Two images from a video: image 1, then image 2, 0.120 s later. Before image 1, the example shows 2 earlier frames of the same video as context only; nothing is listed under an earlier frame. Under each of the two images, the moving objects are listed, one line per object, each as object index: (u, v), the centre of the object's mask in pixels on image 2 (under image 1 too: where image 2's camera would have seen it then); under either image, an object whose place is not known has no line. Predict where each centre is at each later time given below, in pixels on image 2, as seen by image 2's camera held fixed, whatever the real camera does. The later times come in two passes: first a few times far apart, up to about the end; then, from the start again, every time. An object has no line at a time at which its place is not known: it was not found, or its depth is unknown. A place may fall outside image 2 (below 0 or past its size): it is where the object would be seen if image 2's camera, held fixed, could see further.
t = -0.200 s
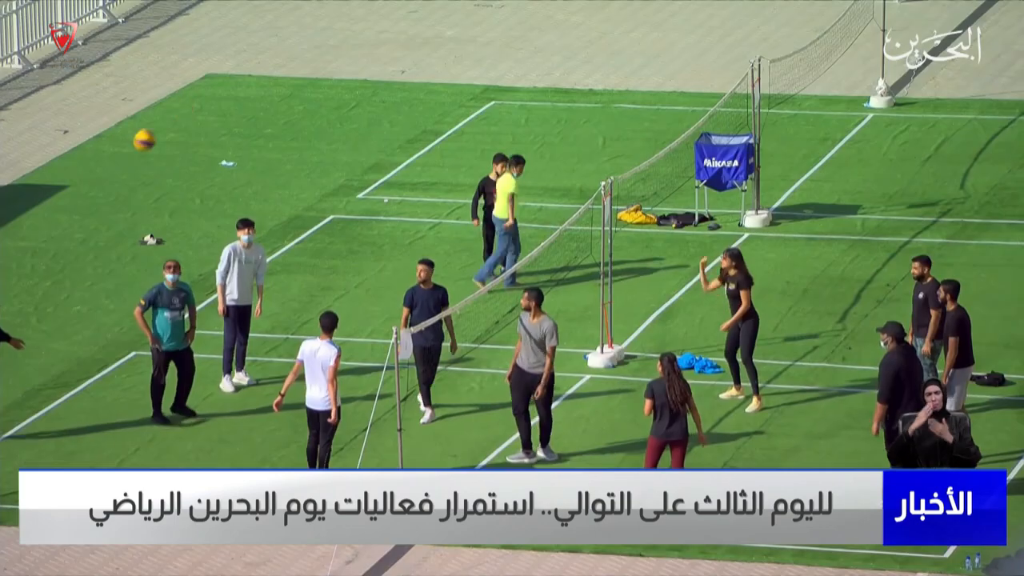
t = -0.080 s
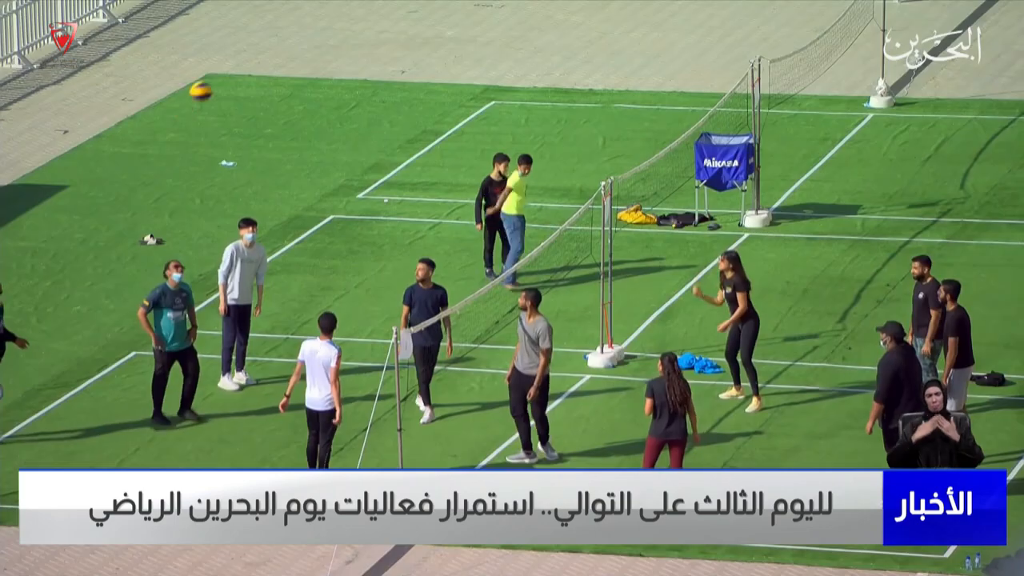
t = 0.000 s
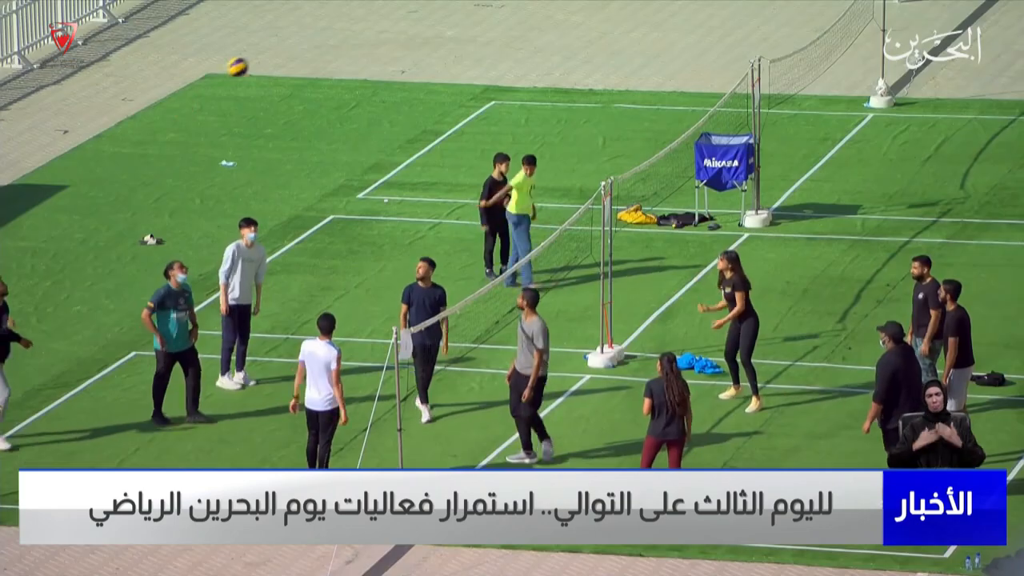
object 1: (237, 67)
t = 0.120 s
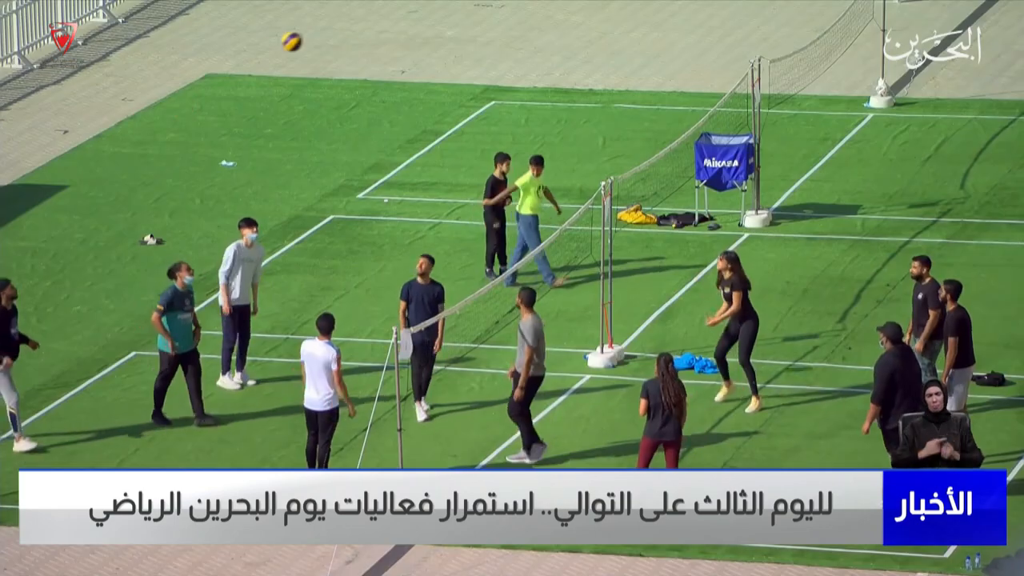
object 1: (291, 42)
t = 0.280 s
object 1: (362, 29)
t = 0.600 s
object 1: (496, 75)
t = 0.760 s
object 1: (560, 132)
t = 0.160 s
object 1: (309, 36)
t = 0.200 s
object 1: (327, 32)
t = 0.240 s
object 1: (344, 30)
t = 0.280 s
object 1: (362, 29)
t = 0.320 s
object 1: (379, 29)
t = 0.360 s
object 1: (396, 32)
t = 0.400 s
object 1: (413, 35)
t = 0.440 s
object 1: (430, 40)
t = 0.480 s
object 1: (446, 47)
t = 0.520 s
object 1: (463, 55)
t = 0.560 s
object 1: (480, 64)
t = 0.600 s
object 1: (496, 75)
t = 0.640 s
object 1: (512, 87)
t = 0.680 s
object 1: (527, 100)
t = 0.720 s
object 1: (544, 115)
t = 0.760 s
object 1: (560, 132)
